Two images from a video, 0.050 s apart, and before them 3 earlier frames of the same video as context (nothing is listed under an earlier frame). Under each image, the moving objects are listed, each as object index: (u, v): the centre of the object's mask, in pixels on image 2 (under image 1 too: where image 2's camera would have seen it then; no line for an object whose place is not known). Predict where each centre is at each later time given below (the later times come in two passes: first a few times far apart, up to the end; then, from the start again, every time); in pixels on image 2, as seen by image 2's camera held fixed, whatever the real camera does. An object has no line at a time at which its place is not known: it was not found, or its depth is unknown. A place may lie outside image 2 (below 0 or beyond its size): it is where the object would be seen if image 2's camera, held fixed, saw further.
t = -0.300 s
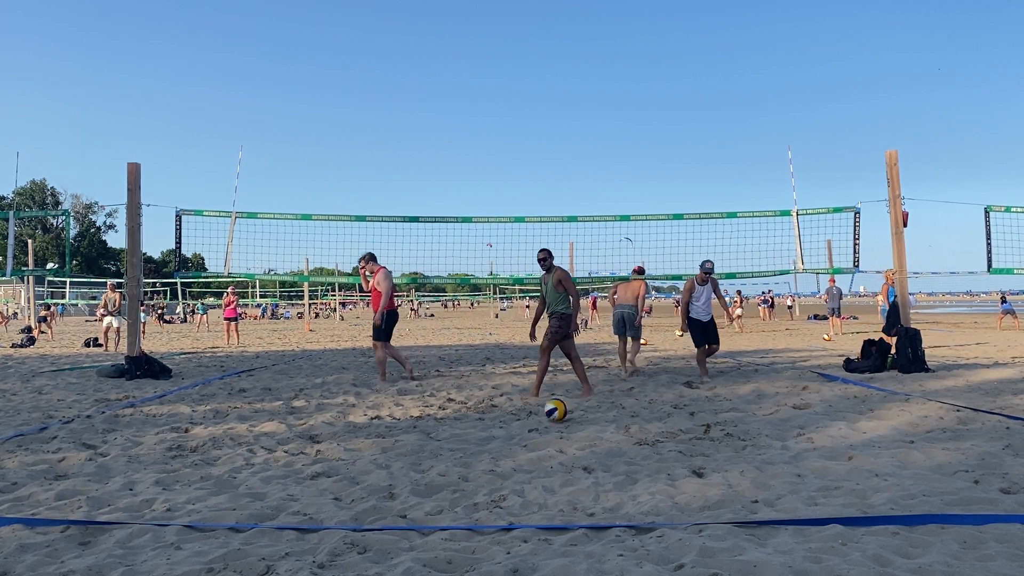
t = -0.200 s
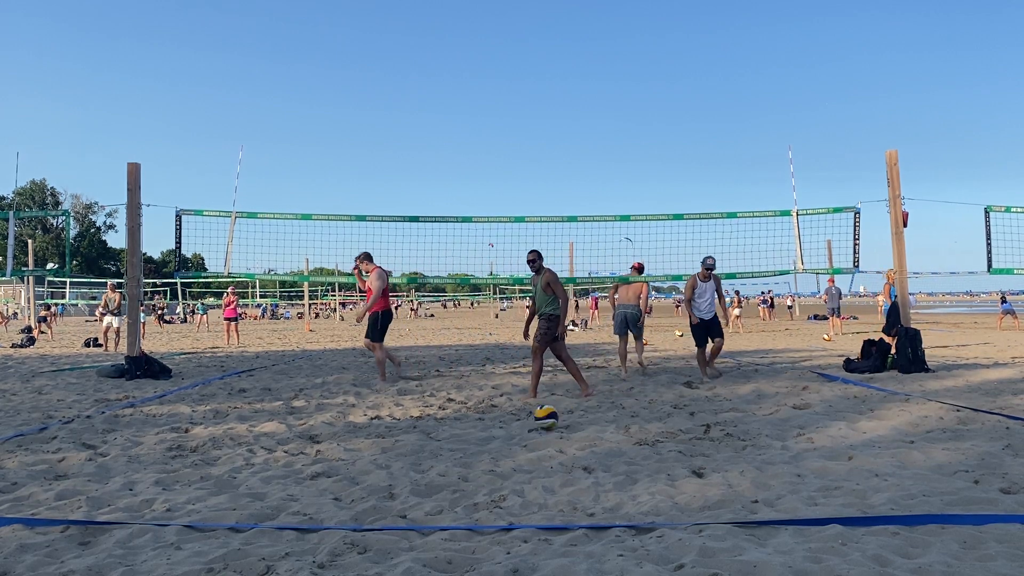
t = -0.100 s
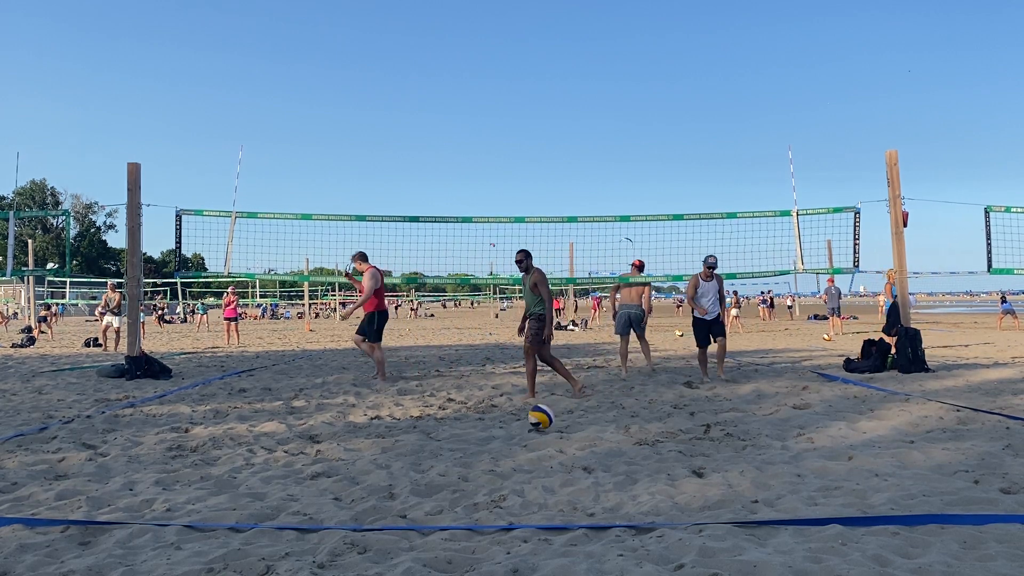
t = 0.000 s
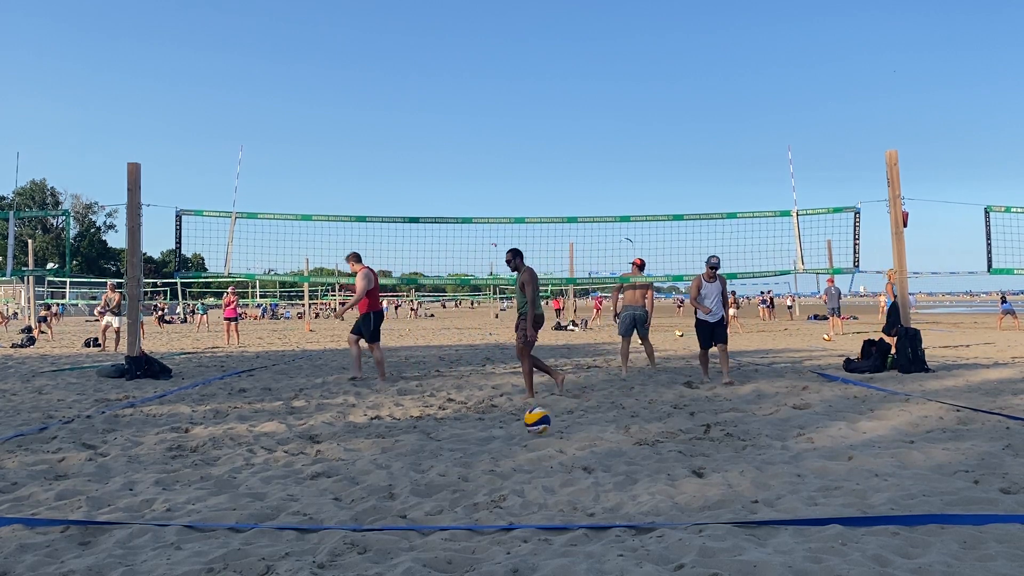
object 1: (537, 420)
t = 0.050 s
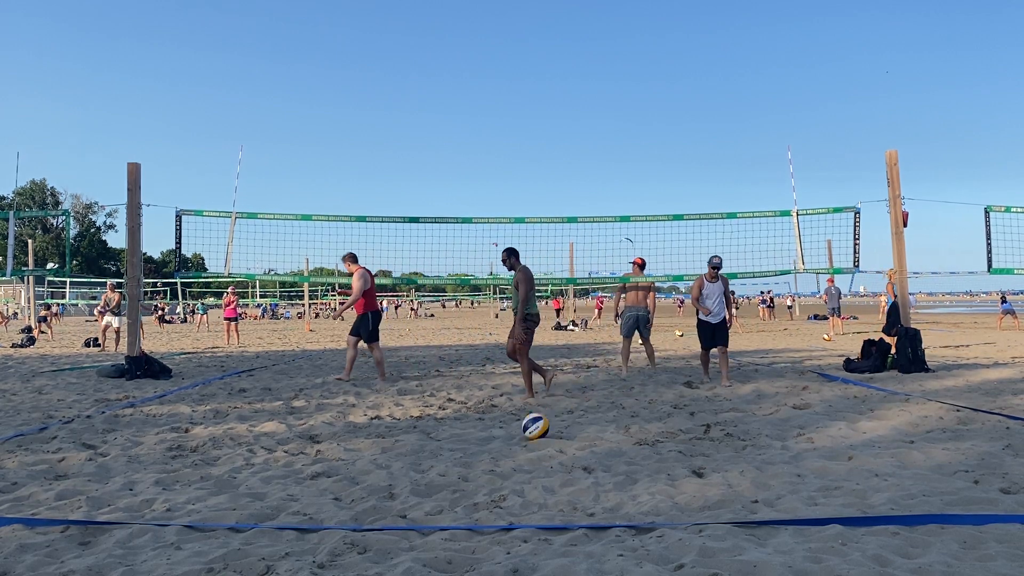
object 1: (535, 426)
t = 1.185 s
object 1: (446, 478)
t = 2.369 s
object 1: (401, 495)
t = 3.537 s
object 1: (391, 499)
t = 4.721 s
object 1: (391, 499)
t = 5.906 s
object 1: (391, 499)
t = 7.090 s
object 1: (391, 499)
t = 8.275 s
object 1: (391, 499)
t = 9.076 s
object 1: (391, 499)
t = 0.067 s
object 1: (534, 427)
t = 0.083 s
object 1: (534, 425)
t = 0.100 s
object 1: (533, 425)
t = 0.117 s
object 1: (532, 424)
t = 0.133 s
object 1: (532, 424)
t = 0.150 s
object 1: (531, 424)
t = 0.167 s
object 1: (530, 425)
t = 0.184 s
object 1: (529, 425)
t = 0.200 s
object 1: (528, 427)
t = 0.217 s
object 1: (527, 428)
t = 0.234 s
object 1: (526, 430)
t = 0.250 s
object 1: (525, 433)
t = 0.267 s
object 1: (524, 436)
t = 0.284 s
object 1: (523, 439)
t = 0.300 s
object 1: (522, 441)
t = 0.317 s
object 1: (521, 442)
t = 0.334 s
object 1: (519, 442)
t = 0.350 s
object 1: (517, 444)
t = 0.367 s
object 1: (516, 444)
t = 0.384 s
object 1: (513, 446)
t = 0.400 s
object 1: (511, 446)
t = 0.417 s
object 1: (510, 446)
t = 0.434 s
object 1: (508, 446)
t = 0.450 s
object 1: (507, 446)
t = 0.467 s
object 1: (506, 447)
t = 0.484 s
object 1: (504, 447)
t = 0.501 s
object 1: (503, 448)
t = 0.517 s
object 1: (501, 450)
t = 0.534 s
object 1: (500, 453)
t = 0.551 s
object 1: (498, 454)
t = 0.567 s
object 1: (496, 455)
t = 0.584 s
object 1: (494, 456)
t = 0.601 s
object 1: (492, 456)
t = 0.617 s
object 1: (490, 456)
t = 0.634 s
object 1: (489, 456)
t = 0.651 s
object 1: (487, 457)
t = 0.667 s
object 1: (485, 457)
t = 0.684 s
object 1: (483, 457)
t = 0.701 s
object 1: (481, 458)
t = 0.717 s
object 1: (479, 458)
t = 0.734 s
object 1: (478, 459)
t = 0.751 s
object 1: (476, 460)
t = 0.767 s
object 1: (474, 463)
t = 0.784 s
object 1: (472, 465)
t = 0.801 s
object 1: (471, 466)
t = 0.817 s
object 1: (469, 466)
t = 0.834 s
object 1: (468, 466)
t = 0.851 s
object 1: (467, 466)
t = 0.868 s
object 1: (466, 466)
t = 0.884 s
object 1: (464, 468)
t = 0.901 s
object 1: (463, 469)
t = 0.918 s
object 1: (462, 471)
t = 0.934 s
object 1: (461, 471)
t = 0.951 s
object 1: (459, 470)
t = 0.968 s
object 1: (458, 470)
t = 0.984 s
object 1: (458, 470)
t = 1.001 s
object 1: (457, 470)
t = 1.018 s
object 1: (456, 470)
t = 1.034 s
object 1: (456, 470)
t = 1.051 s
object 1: (455, 471)
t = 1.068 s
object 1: (454, 472)
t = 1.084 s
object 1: (453, 472)
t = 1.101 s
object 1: (452, 473)
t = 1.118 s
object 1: (451, 475)
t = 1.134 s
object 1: (450, 476)
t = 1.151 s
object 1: (449, 477)
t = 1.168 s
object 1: (447, 478)
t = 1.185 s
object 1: (446, 478)
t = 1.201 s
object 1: (446, 479)
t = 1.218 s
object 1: (445, 480)
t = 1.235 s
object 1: (444, 481)
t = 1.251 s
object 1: (443, 483)
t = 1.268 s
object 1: (442, 484)
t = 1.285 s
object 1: (442, 483)
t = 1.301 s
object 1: (442, 482)
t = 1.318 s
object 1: (441, 482)
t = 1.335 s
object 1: (441, 483)
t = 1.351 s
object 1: (440, 482)
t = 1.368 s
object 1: (440, 482)
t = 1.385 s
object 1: (439, 482)
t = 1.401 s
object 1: (439, 482)
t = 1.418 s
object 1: (439, 482)
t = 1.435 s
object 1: (438, 482)
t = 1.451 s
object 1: (438, 482)
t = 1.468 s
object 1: (438, 482)
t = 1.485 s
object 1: (437, 482)
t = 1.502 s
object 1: (437, 482)
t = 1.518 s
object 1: (436, 482)
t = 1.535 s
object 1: (435, 483)
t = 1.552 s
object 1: (434, 483)
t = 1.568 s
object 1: (434, 483)
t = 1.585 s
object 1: (433, 483)
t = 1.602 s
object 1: (433, 483)
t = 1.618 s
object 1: (432, 483)
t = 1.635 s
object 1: (432, 484)
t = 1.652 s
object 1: (431, 484)
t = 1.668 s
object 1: (430, 484)
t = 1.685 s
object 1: (429, 484)
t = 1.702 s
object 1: (429, 484)
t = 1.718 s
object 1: (428, 485)
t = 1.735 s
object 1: (427, 485)
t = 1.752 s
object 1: (426, 485)
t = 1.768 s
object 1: (425, 485)
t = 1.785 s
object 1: (424, 485)
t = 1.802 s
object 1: (423, 486)
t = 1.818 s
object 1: (422, 486)
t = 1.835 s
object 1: (421, 486)
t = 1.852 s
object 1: (420, 486)
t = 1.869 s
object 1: (419, 486)
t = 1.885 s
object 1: (418, 487)
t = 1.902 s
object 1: (417, 487)
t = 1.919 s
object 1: (416, 487)
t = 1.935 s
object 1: (414, 487)
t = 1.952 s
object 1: (414, 487)
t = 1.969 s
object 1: (413, 487)
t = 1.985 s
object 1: (412, 488)
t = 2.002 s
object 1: (411, 488)
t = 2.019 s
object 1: (411, 488)
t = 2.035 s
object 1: (410, 489)
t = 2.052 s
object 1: (410, 489)
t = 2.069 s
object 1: (409, 490)
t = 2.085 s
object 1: (409, 490)
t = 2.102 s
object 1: (409, 491)
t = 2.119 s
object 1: (408, 492)
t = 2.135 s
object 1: (408, 492)
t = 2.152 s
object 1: (408, 492)
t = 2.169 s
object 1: (408, 493)
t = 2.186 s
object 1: (408, 493)
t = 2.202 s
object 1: (407, 493)
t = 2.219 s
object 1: (407, 493)
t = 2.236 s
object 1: (407, 493)
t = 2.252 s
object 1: (406, 493)
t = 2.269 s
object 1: (405, 493)
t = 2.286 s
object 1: (405, 494)
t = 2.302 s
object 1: (404, 494)
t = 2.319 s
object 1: (403, 494)
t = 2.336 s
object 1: (403, 494)
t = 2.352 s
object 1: (402, 495)
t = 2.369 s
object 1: (401, 495)
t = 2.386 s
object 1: (400, 495)
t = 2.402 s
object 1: (399, 496)
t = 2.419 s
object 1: (398, 496)
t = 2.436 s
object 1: (398, 496)
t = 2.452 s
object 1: (397, 497)
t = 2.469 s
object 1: (396, 497)
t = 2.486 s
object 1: (395, 497)
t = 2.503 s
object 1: (395, 498)
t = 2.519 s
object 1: (394, 498)
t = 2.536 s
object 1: (393, 498)
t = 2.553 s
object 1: (393, 498)
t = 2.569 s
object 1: (392, 498)
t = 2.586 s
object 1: (392, 498)
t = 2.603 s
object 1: (392, 498)
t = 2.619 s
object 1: (392, 498)
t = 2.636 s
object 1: (391, 498)
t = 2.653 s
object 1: (391, 499)
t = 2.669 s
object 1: (391, 498)
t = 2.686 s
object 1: (392, 499)
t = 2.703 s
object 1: (391, 499)
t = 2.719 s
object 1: (391, 499)
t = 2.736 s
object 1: (391, 499)
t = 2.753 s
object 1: (391, 499)
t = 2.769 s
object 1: (391, 499)
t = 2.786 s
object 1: (391, 499)
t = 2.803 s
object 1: (391, 499)
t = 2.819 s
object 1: (391, 499)
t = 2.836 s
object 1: (391, 499)
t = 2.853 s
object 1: (391, 499)
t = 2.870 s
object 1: (391, 499)
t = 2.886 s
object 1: (391, 499)
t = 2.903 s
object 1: (391, 499)
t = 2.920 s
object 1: (391, 499)
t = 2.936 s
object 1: (391, 499)
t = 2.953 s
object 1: (391, 499)
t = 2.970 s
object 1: (391, 499)
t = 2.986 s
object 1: (391, 499)
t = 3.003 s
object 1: (391, 499)
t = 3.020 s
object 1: (391, 499)
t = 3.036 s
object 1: (391, 499)
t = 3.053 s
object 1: (391, 499)
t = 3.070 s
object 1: (391, 499)
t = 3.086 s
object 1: (391, 499)
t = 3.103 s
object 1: (391, 499)
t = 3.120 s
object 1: (391, 499)
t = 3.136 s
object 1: (391, 499)
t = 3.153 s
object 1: (391, 499)
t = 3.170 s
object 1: (391, 499)
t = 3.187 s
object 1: (391, 499)
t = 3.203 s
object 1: (391, 499)
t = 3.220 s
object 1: (391, 499)
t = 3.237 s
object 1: (391, 499)
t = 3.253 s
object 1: (391, 499)
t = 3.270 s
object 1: (391, 499)
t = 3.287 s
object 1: (391, 499)
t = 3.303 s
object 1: (391, 499)
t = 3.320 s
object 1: (391, 499)
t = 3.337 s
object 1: (391, 499)
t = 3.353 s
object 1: (391, 499)
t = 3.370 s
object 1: (391, 499)
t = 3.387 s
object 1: (391, 499)
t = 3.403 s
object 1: (391, 499)
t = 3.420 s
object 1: (391, 499)
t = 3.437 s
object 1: (391, 499)
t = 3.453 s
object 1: (391, 499)
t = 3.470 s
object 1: (391, 499)
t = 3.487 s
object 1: (391, 499)
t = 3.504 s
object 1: (391, 499)
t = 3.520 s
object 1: (391, 499)
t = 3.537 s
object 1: (391, 499)
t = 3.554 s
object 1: (391, 499)
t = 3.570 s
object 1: (391, 499)
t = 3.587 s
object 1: (391, 499)
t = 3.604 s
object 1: (391, 499)
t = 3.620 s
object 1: (391, 499)
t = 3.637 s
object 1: (391, 499)
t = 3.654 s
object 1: (391, 499)
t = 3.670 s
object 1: (391, 499)
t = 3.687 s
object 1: (391, 499)
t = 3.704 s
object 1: (391, 499)
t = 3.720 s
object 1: (391, 499)
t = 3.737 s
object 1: (391, 499)
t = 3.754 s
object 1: (391, 499)
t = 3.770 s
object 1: (391, 499)
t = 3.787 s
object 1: (391, 499)
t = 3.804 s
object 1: (391, 499)
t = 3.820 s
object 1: (391, 499)
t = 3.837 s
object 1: (391, 499)
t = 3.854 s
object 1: (391, 499)
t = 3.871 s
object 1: (391, 499)
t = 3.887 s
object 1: (391, 499)
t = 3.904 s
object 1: (391, 499)
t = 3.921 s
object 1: (391, 499)
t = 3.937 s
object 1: (391, 499)
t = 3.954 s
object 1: (391, 499)
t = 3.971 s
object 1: (391, 499)
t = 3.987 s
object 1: (391, 499)
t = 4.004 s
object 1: (391, 499)
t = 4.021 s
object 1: (391, 499)
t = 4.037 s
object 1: (391, 499)
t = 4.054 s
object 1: (391, 499)
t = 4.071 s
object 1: (391, 499)
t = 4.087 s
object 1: (391, 499)
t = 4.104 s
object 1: (391, 499)
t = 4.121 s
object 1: (391, 499)
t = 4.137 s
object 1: (391, 499)
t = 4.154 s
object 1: (391, 499)
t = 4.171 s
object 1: (391, 499)
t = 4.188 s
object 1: (391, 499)
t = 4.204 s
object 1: (391, 499)
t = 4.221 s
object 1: (391, 499)
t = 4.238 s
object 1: (391, 499)
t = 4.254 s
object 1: (391, 499)
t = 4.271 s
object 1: (391, 499)
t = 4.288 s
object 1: (391, 499)
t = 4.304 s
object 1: (391, 499)
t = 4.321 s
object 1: (391, 499)
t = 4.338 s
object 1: (391, 499)
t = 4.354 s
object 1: (391, 499)
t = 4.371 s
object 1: (391, 499)
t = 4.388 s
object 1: (391, 499)
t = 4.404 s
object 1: (391, 499)
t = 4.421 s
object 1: (391, 499)
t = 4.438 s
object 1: (391, 499)
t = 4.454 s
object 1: (391, 499)
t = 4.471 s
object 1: (391, 499)
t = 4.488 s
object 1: (391, 499)
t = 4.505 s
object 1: (391, 499)
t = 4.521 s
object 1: (391, 499)
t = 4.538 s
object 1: (391, 499)
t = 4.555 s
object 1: (391, 499)
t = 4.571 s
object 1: (391, 499)
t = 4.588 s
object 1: (391, 499)
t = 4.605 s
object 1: (391, 499)
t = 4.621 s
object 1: (391, 499)
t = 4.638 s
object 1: (391, 499)
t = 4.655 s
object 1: (391, 499)
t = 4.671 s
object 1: (391, 499)
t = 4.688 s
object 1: (391, 499)
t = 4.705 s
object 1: (391, 499)
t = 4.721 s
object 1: (391, 499)
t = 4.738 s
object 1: (391, 499)
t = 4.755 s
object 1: (391, 499)
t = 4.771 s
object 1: (391, 499)
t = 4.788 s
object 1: (391, 499)
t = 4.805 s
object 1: (391, 498)
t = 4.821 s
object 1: (391, 498)
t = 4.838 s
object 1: (391, 499)
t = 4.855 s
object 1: (391, 499)
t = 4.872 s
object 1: (391, 498)
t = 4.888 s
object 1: (391, 499)
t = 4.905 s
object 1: (391, 499)
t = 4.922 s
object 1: (391, 498)
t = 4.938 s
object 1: (391, 498)
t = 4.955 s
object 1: (391, 499)
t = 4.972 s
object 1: (391, 498)
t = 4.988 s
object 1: (391, 499)
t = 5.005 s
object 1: (391, 499)
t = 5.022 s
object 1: (391, 499)
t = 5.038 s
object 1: (391, 498)
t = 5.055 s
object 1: (391, 499)
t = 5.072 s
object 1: (391, 498)
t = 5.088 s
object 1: (391, 499)
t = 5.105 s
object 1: (391, 499)
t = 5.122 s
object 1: (391, 498)
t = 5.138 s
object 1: (391, 498)
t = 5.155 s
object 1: (391, 498)
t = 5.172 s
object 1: (391, 498)
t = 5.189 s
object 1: (391, 498)
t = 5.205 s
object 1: (391, 499)
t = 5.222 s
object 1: (391, 498)
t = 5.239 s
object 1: (391, 499)
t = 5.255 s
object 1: (391, 498)
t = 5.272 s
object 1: (391, 498)
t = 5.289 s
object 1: (391, 498)
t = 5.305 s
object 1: (391, 499)
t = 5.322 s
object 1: (391, 498)
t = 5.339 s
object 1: (391, 499)
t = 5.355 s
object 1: (391, 499)
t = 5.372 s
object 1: (391, 499)
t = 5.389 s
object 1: (391, 498)
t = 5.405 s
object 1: (391, 499)
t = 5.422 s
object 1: (391, 499)
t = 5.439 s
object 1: (391, 499)
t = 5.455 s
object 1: (391, 499)
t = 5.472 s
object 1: (391, 499)
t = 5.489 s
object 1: (391, 499)
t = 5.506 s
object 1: (391, 499)
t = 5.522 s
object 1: (391, 499)
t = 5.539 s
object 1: (391, 499)
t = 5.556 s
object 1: (391, 499)
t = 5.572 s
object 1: (391, 498)
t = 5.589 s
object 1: (391, 499)
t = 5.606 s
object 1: (391, 499)
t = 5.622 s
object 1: (391, 499)
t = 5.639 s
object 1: (391, 498)
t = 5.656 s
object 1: (391, 498)
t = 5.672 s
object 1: (391, 499)
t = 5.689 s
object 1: (391, 498)
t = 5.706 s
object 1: (391, 498)
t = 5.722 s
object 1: (391, 499)
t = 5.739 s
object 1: (391, 499)
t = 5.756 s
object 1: (391, 499)
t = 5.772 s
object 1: (391, 499)
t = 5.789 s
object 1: (391, 499)
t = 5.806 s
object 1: (391, 499)
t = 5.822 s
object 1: (391, 499)
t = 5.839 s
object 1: (391, 499)
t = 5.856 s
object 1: (391, 499)
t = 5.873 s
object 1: (391, 499)
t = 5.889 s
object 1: (391, 499)
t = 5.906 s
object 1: (391, 499)
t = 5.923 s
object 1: (391, 499)
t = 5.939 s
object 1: (391, 499)
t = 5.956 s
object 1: (391, 499)
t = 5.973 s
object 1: (391, 499)
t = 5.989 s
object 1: (391, 499)
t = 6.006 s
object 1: (391, 499)
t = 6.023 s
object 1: (391, 499)
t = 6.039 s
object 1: (391, 499)
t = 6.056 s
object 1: (391, 499)
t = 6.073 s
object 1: (391, 499)
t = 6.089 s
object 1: (391, 499)
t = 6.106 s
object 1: (391, 499)
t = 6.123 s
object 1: (391, 499)
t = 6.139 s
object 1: (391, 499)
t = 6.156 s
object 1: (391, 499)
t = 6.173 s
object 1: (391, 499)
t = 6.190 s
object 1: (391, 499)
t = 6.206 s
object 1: (391, 499)
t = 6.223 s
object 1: (391, 499)
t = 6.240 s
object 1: (391, 499)
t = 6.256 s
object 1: (391, 499)
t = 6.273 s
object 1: (391, 499)
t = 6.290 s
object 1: (391, 499)
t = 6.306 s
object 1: (391, 499)
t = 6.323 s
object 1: (391, 499)
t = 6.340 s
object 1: (391, 499)
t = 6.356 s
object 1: (391, 499)
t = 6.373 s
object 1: (391, 499)
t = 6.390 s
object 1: (391, 499)
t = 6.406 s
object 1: (391, 499)
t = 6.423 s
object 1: (391, 499)
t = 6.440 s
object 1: (391, 499)
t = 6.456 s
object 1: (391, 499)
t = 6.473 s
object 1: (391, 499)
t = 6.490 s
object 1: (391, 499)
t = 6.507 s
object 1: (391, 499)
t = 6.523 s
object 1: (391, 499)
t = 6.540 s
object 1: (391, 499)
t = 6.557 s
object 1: (391, 499)
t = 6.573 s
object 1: (391, 499)
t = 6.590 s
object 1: (391, 499)
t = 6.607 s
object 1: (391, 499)
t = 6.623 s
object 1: (391, 499)
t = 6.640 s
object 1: (391, 499)
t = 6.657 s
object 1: (391, 499)
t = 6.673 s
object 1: (391, 499)
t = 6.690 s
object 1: (391, 499)
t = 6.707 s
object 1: (391, 499)
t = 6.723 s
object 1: (391, 499)
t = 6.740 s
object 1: (391, 499)
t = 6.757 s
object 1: (391, 499)
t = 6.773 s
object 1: (391, 499)
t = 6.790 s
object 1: (391, 499)
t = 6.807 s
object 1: (391, 499)
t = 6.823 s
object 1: (391, 499)
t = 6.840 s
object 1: (391, 499)
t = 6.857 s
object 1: (391, 499)
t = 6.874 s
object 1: (391, 499)
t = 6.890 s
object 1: (391, 499)
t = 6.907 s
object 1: (391, 499)
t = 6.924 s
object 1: (391, 499)
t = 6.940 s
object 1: (391, 499)
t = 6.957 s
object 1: (391, 499)
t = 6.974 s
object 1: (391, 499)
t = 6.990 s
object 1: (391, 499)
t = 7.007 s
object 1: (391, 499)
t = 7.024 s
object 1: (391, 499)
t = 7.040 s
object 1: (391, 499)
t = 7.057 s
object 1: (391, 499)
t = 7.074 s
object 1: (391, 499)
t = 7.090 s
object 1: (391, 499)
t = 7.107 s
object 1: (391, 499)
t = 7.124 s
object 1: (391, 499)
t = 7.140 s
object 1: (391, 499)
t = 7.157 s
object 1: (391, 499)
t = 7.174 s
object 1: (391, 499)
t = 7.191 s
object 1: (391, 499)
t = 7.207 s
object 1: (391, 499)
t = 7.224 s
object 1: (391, 499)
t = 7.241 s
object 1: (391, 499)
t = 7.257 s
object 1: (391, 499)
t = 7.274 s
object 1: (391, 499)
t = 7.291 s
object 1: (391, 499)
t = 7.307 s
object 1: (391, 499)
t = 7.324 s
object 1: (391, 499)
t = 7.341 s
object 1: (391, 499)
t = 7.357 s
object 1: (391, 499)
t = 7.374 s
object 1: (391, 499)
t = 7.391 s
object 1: (391, 499)
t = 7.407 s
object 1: (391, 499)
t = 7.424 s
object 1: (391, 499)
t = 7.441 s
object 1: (391, 499)
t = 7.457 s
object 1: (391, 499)
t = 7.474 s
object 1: (391, 499)
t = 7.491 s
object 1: (391, 499)
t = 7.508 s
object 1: (391, 499)
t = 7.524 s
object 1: (391, 499)
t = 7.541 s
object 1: (391, 499)
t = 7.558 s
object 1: (391, 499)
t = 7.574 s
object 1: (391, 499)
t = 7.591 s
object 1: (391, 499)
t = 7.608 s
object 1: (391, 499)
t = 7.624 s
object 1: (391, 499)
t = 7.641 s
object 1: (391, 499)
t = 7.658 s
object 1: (391, 499)
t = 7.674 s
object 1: (391, 499)
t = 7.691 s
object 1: (391, 499)
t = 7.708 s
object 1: (391, 499)
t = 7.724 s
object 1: (391, 499)
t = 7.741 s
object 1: (391, 499)
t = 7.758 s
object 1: (391, 499)
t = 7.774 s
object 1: (391, 499)
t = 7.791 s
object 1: (391, 499)
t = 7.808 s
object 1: (391, 499)
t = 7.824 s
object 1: (391, 499)
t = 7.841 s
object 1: (391, 499)
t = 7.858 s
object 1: (391, 499)
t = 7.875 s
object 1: (391, 499)
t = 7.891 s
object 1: (391, 499)
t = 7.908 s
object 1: (391, 499)
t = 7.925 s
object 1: (391, 499)
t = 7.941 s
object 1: (391, 499)
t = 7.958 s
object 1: (391, 499)
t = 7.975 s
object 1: (391, 499)
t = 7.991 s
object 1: (391, 499)
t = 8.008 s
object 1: (391, 499)
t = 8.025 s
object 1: (391, 499)
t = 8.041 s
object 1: (391, 499)
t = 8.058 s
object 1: (391, 499)
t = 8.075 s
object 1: (391, 499)
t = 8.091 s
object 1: (391, 499)
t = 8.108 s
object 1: (391, 499)
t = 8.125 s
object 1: (391, 499)
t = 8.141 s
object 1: (391, 499)
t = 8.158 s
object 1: (391, 499)
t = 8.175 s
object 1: (391, 499)
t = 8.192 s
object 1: (391, 499)
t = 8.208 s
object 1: (391, 499)
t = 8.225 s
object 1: (391, 499)
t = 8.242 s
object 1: (391, 499)
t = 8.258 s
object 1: (391, 499)
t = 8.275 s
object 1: (391, 499)
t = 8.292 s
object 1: (391, 499)
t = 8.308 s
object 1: (391, 499)
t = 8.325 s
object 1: (391, 499)
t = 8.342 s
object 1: (391, 499)
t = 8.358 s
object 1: (391, 499)
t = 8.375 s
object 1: (391, 499)
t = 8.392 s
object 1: (391, 499)
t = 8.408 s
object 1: (391, 499)
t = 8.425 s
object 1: (391, 499)
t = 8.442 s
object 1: (391, 499)
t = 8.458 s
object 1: (391, 499)
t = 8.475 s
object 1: (391, 499)
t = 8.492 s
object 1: (391, 499)
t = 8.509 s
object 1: (391, 499)
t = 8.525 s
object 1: (391, 499)
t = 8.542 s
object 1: (391, 499)
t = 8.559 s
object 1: (391, 499)
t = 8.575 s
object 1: (391, 499)
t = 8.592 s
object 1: (391, 499)
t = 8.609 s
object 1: (391, 499)
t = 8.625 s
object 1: (391, 499)
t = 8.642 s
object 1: (391, 499)
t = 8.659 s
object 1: (391, 499)
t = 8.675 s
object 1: (391, 499)
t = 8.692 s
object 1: (391, 499)
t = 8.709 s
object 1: (391, 499)
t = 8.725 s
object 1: (391, 499)
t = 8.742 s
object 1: (391, 499)
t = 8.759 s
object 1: (391, 499)
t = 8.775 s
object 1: (391, 499)
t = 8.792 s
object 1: (391, 499)
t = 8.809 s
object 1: (391, 499)
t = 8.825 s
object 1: (391, 499)
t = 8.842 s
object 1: (391, 499)
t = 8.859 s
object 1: (391, 499)
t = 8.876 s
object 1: (391, 499)
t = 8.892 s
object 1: (391, 499)
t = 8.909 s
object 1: (391, 499)
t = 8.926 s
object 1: (391, 499)
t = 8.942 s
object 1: (391, 499)
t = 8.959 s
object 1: (391, 499)
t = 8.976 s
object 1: (391, 499)
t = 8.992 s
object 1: (391, 499)
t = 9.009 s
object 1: (391, 499)
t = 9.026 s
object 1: (391, 499)
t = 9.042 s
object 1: (391, 499)
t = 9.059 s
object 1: (391, 499)
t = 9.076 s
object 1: (391, 499)
